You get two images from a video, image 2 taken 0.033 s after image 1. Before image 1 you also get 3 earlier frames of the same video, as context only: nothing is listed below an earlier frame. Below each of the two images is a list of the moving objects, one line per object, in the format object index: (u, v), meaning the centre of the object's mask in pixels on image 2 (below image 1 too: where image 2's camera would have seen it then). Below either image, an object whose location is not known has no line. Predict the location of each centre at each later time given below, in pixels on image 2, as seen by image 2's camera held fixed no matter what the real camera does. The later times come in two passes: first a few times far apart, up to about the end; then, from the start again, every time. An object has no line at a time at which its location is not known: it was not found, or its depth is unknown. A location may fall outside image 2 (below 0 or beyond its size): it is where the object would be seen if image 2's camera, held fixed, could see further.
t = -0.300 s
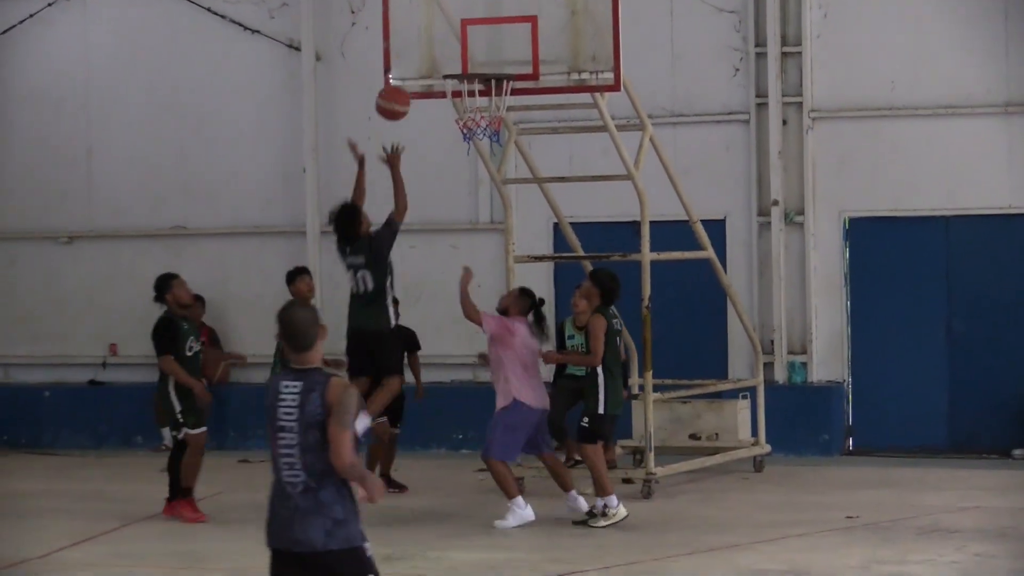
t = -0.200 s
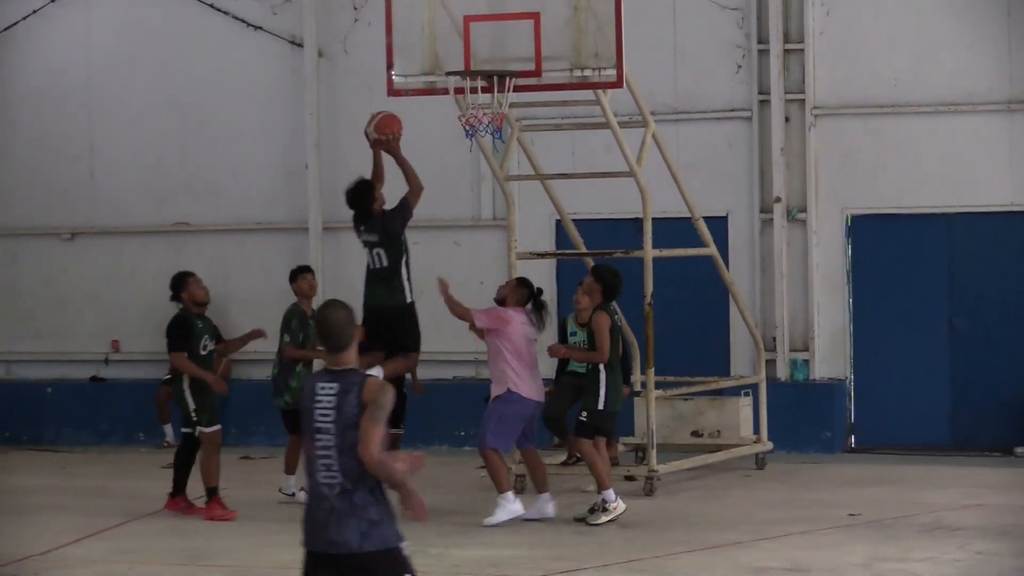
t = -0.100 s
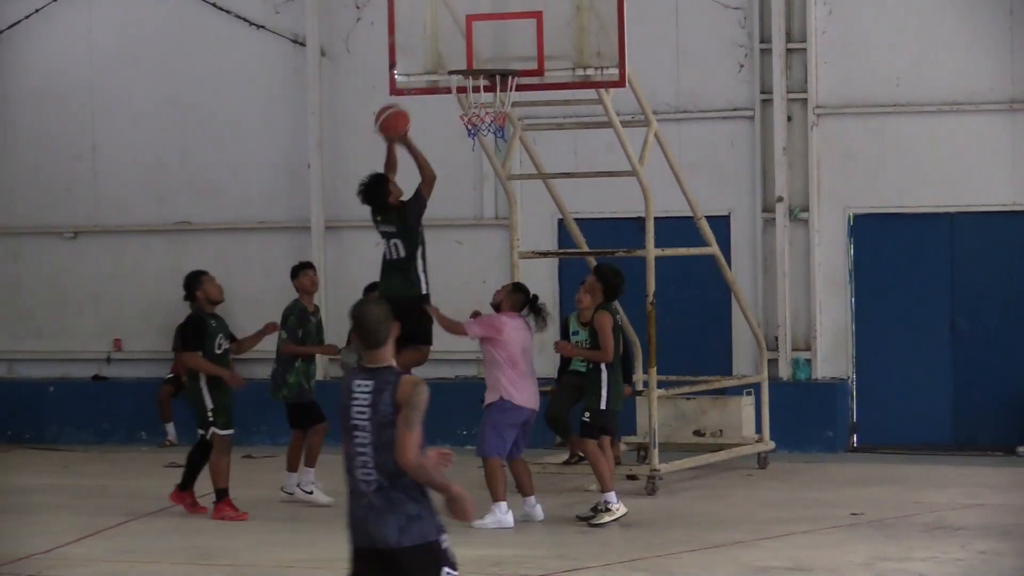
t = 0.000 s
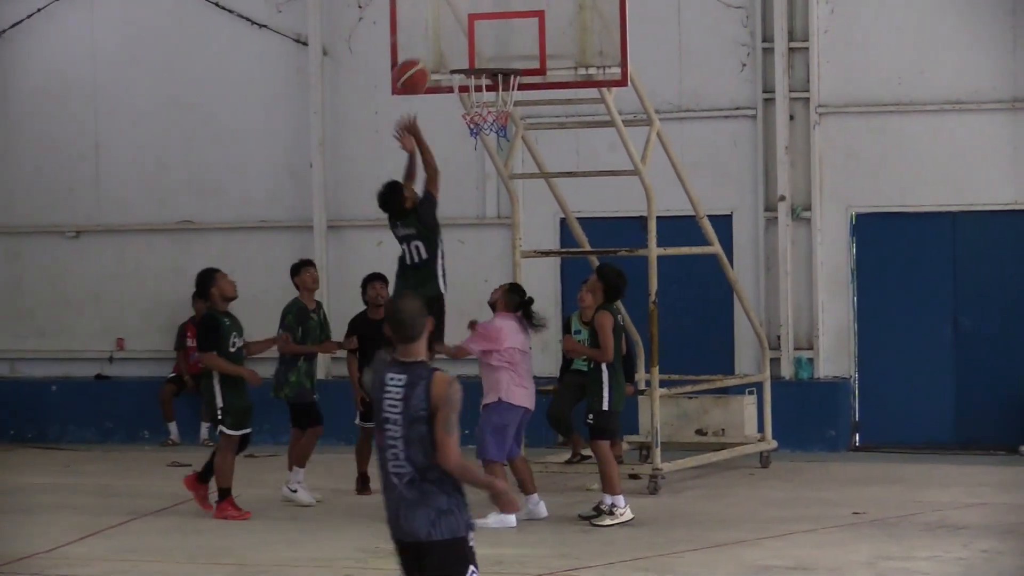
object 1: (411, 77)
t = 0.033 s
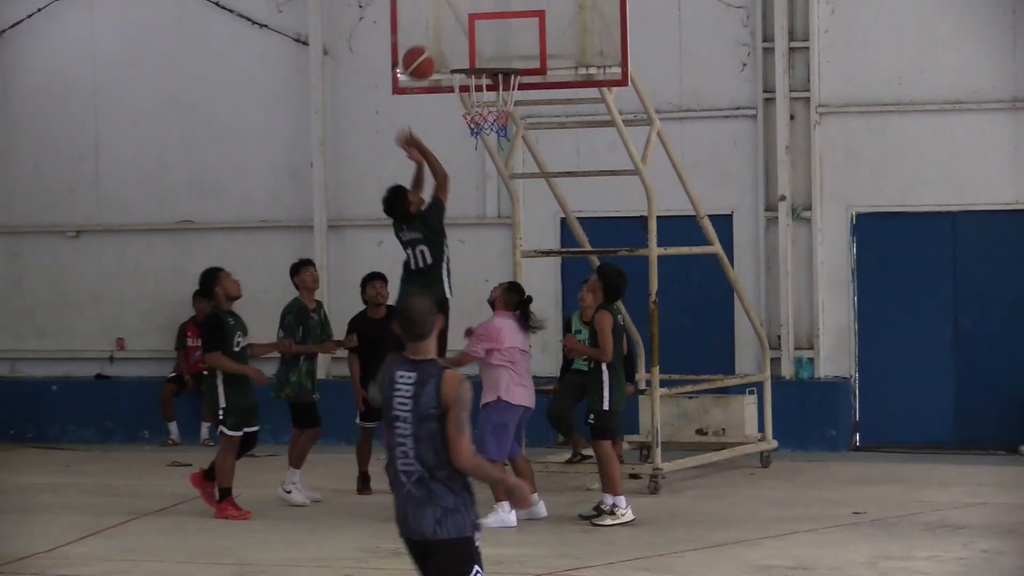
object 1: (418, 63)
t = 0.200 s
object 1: (452, 21)
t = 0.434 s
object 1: (498, 30)
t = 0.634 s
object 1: (522, 34)
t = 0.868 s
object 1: (534, 50)
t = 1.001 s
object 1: (546, 85)
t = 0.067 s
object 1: (424, 53)
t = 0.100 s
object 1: (433, 41)
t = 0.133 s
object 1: (439, 33)
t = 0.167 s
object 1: (445, 26)
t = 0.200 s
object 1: (452, 21)
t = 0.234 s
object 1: (459, 19)
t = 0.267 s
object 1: (466, 18)
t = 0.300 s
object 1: (472, 18)
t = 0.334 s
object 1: (479, 19)
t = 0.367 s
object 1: (485, 21)
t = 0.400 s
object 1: (492, 24)
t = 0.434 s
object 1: (498, 30)
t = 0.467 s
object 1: (505, 38)
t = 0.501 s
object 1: (512, 47)
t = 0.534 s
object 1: (517, 50)
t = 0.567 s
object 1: (518, 44)
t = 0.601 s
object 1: (520, 38)
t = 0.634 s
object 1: (522, 34)
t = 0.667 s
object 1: (523, 32)
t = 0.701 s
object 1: (524, 32)
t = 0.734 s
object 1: (526, 33)
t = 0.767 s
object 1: (529, 34)
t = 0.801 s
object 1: (531, 37)
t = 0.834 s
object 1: (533, 43)
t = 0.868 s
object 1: (534, 50)
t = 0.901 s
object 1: (536, 59)
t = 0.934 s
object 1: (540, 68)
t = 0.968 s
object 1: (544, 76)
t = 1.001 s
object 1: (546, 85)
